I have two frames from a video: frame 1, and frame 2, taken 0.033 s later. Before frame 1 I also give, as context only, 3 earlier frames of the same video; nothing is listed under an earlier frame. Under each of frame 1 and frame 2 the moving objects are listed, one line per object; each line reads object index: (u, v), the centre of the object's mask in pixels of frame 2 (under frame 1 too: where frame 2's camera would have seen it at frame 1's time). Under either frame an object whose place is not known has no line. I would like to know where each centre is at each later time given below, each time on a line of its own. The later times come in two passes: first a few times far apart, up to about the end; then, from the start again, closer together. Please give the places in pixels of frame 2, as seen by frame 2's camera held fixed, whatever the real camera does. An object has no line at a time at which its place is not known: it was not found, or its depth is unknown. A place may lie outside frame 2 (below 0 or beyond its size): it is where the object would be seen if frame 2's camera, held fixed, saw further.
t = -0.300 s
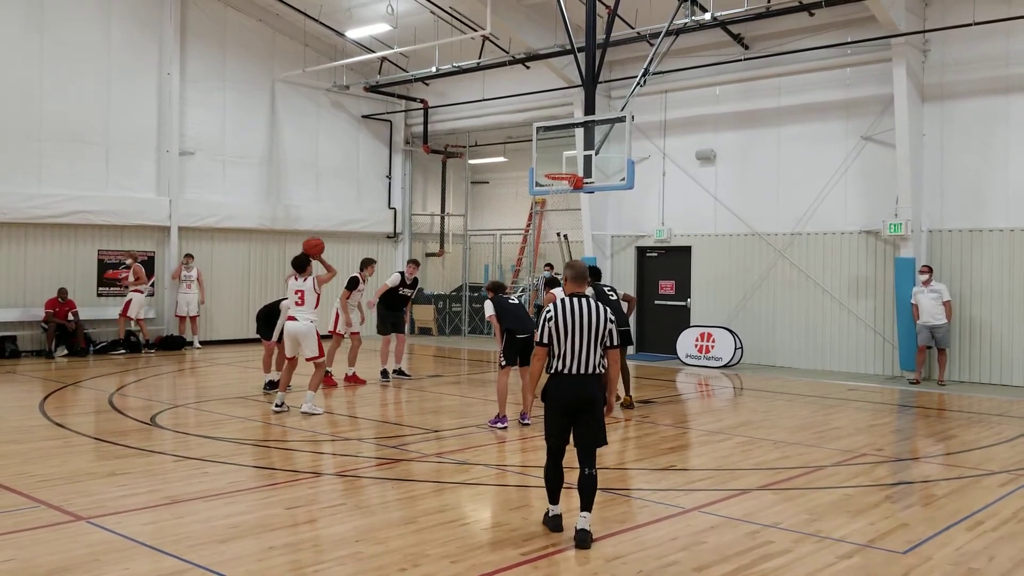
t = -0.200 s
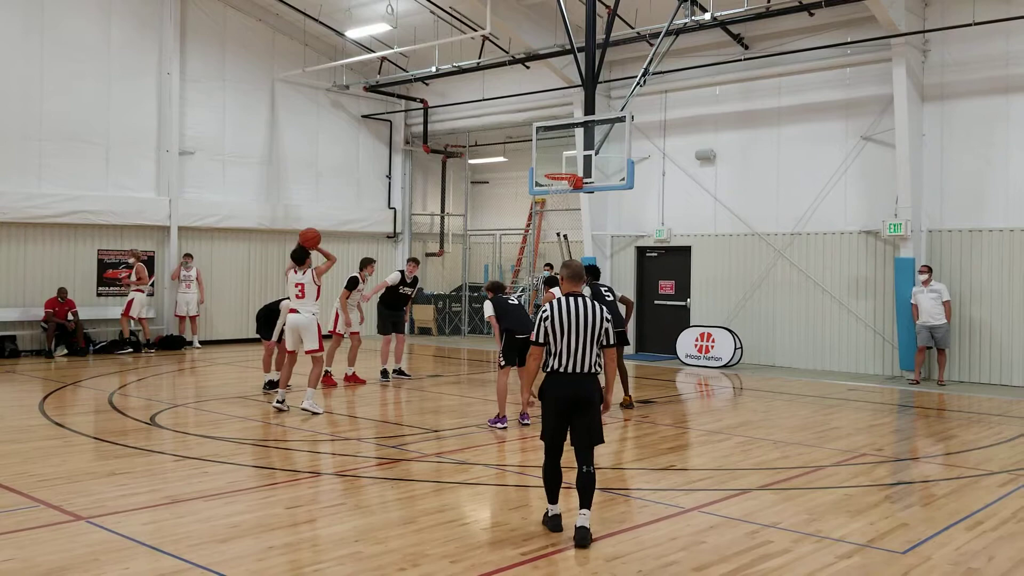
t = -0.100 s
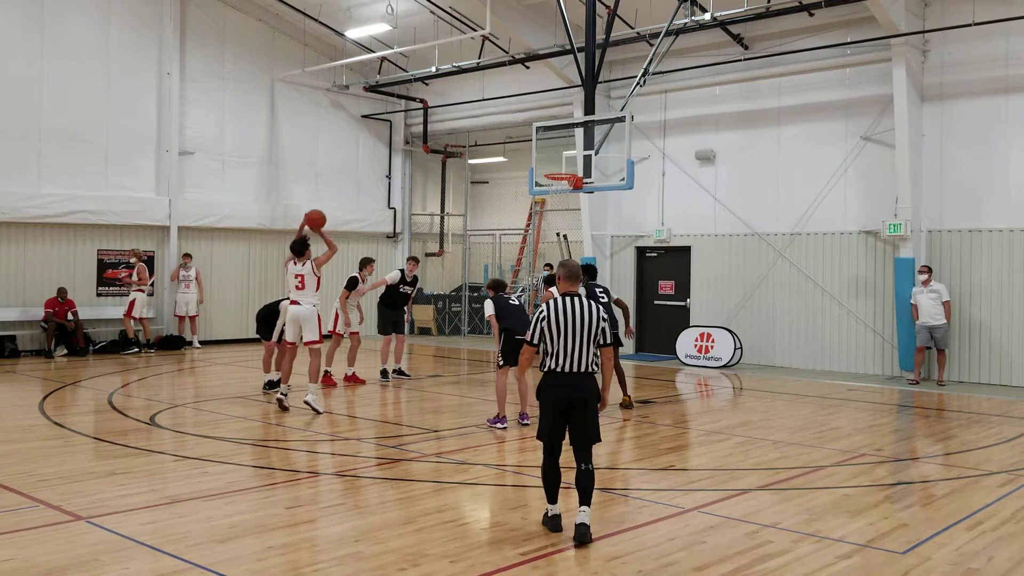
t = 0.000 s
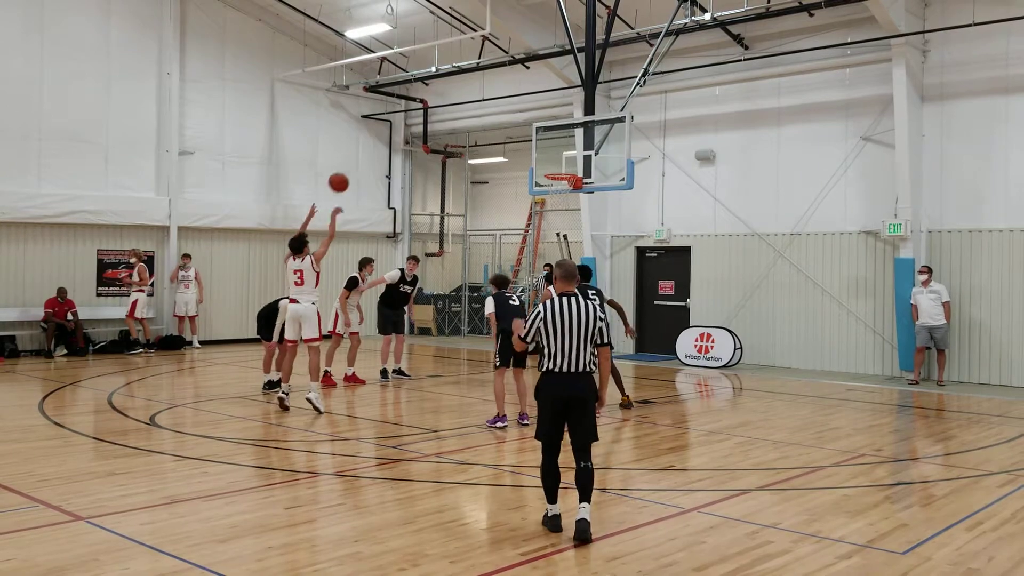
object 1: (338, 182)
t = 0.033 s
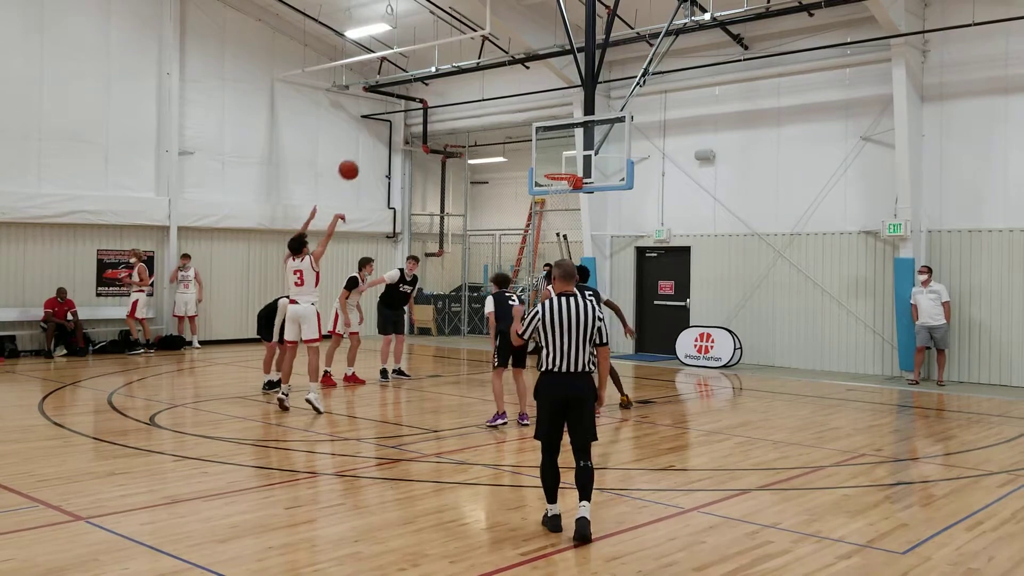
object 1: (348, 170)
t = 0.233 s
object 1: (406, 118)
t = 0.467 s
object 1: (465, 100)
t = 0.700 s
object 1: (517, 123)
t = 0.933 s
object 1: (560, 168)
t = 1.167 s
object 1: (549, 168)
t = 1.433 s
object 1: (536, 172)
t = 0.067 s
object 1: (358, 158)
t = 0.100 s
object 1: (368, 148)
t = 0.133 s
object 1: (378, 139)
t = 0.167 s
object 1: (387, 131)
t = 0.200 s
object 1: (397, 124)
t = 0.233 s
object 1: (406, 118)
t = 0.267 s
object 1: (415, 113)
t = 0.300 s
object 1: (424, 108)
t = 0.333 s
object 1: (432, 105)
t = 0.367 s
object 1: (441, 103)
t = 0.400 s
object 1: (449, 101)
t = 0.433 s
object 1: (457, 100)
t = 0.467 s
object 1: (465, 100)
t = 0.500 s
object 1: (473, 101)
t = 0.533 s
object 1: (481, 103)
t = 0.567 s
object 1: (488, 105)
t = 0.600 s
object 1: (496, 109)
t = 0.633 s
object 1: (503, 113)
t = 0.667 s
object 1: (510, 118)
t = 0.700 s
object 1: (517, 123)
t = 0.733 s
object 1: (524, 128)
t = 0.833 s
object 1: (544, 151)
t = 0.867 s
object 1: (550, 160)
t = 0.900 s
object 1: (556, 167)
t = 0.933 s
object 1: (560, 168)
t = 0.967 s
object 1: (563, 169)
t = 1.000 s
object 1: (567, 170)
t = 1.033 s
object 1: (567, 170)
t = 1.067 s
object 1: (562, 169)
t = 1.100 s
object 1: (557, 168)
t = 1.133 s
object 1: (553, 168)
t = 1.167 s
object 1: (549, 168)
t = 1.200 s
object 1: (547, 166)
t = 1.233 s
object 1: (546, 165)
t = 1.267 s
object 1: (544, 164)
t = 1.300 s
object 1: (543, 165)
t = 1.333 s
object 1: (541, 166)
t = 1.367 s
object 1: (539, 167)
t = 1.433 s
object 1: (536, 172)
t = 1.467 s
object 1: (535, 176)
